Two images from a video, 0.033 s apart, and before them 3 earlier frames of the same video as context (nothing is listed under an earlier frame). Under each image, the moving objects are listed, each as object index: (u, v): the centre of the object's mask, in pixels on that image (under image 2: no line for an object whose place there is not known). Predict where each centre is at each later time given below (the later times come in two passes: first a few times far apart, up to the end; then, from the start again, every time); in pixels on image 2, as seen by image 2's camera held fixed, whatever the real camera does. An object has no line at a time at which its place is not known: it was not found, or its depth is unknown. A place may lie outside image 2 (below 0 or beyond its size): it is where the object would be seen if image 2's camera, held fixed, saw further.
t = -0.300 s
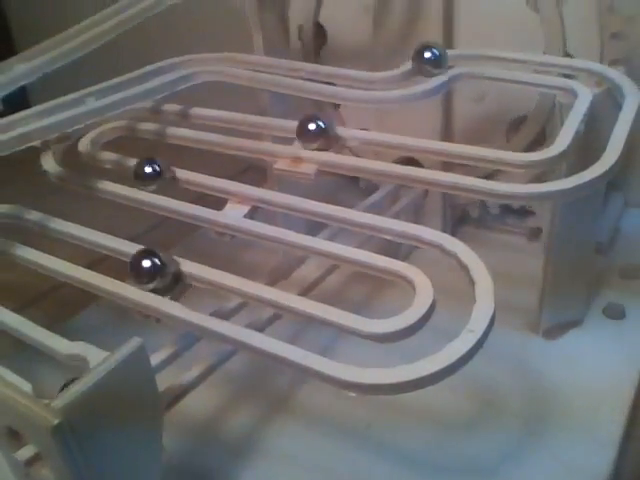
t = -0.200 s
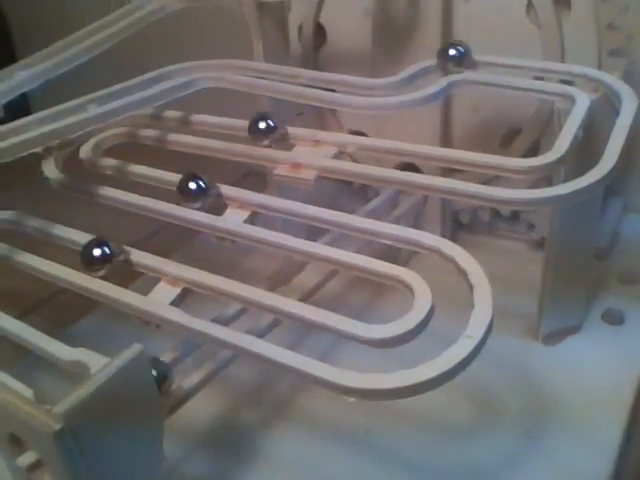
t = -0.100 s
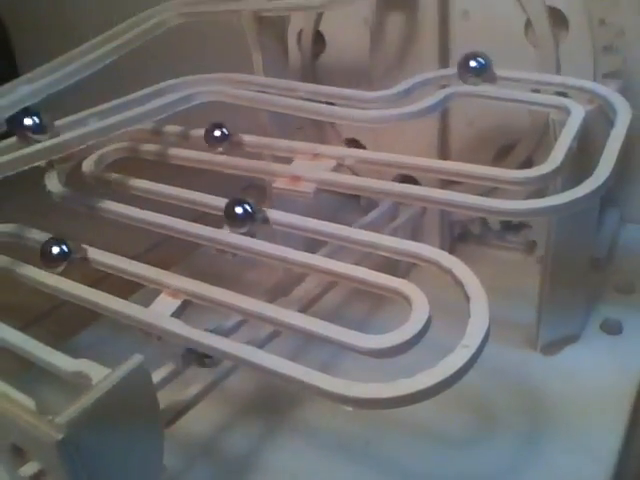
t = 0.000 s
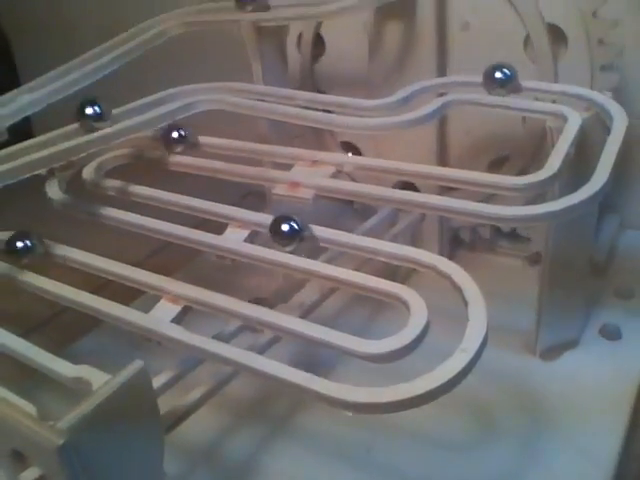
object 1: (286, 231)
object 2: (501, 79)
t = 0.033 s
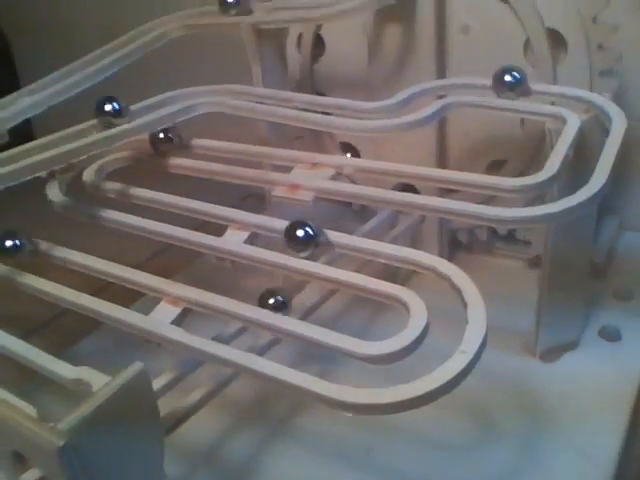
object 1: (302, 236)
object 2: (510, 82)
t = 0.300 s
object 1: (423, 269)
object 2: (594, 105)
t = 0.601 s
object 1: (291, 338)
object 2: (450, 178)
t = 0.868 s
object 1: (128, 284)
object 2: (295, 157)
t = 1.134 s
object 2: (186, 141)
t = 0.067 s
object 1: (318, 241)
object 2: (521, 84)
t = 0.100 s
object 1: (333, 244)
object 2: (532, 85)
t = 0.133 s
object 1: (348, 248)
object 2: (544, 87)
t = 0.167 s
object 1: (364, 252)
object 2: (556, 89)
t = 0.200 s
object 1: (379, 254)
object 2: (569, 91)
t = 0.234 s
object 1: (394, 259)
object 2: (579, 95)
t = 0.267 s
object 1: (409, 263)
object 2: (588, 101)
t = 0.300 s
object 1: (423, 269)
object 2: (594, 105)
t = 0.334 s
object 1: (435, 279)
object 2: (595, 114)
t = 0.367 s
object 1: (444, 290)
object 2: (590, 126)
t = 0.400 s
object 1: (446, 308)
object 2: (584, 136)
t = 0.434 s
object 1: (437, 329)
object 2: (577, 152)
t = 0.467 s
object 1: (413, 349)
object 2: (565, 169)
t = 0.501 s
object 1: (379, 360)
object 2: (534, 183)
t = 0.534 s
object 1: (346, 356)
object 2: (500, 183)
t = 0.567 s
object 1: (317, 347)
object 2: (473, 182)
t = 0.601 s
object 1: (291, 338)
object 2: (450, 178)
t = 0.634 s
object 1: (266, 329)
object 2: (427, 173)
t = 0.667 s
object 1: (243, 323)
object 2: (406, 172)
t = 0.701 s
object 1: (220, 315)
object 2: (385, 168)
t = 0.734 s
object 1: (198, 309)
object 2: (366, 166)
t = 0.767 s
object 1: (180, 302)
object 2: (348, 163)
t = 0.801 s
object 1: (165, 299)
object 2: (328, 161)
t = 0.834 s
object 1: (148, 293)
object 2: (311, 160)
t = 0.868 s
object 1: (128, 284)
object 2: (295, 157)
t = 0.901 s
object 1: (114, 281)
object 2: (282, 156)
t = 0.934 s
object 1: (98, 276)
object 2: (266, 152)
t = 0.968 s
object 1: (84, 271)
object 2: (253, 151)
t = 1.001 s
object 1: (69, 264)
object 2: (238, 148)
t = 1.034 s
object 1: (55, 259)
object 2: (226, 147)
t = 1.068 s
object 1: (42, 255)
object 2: (212, 145)
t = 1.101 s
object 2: (199, 143)
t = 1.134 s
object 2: (186, 141)
